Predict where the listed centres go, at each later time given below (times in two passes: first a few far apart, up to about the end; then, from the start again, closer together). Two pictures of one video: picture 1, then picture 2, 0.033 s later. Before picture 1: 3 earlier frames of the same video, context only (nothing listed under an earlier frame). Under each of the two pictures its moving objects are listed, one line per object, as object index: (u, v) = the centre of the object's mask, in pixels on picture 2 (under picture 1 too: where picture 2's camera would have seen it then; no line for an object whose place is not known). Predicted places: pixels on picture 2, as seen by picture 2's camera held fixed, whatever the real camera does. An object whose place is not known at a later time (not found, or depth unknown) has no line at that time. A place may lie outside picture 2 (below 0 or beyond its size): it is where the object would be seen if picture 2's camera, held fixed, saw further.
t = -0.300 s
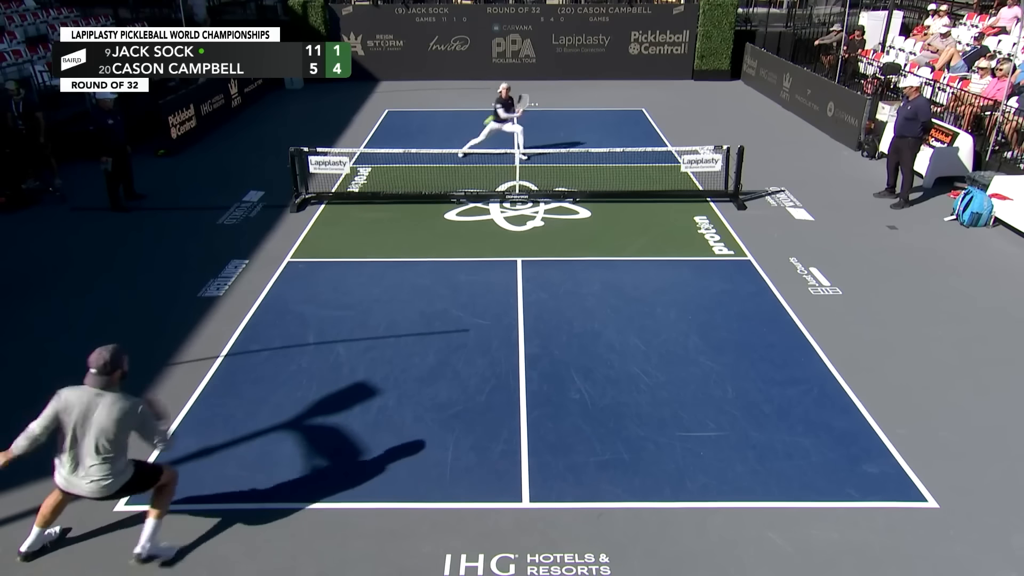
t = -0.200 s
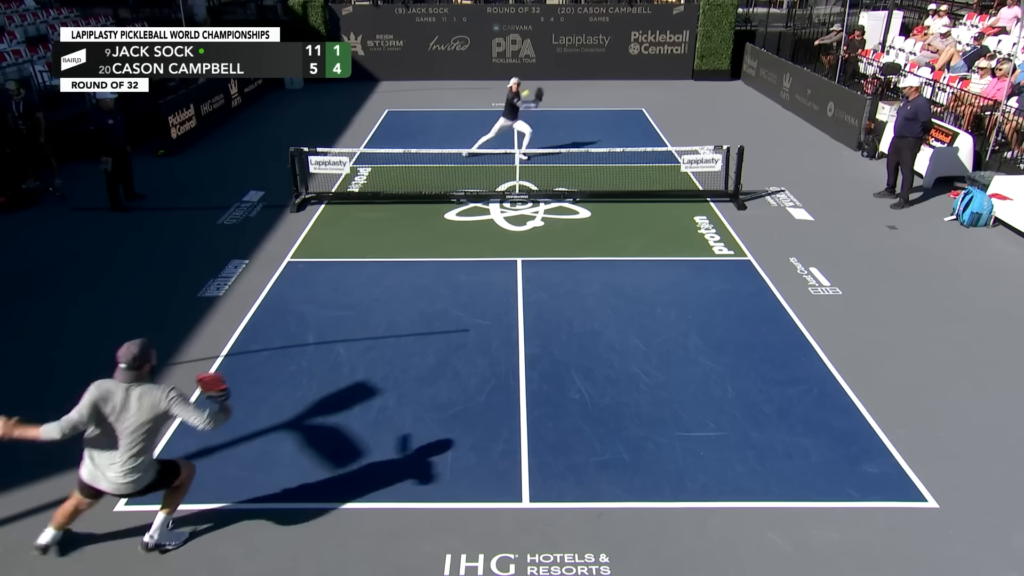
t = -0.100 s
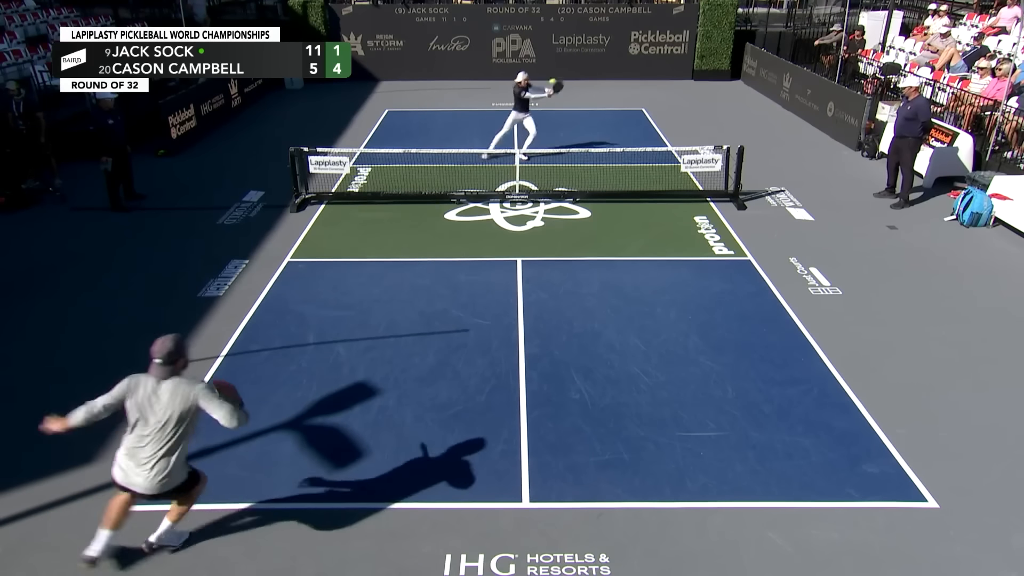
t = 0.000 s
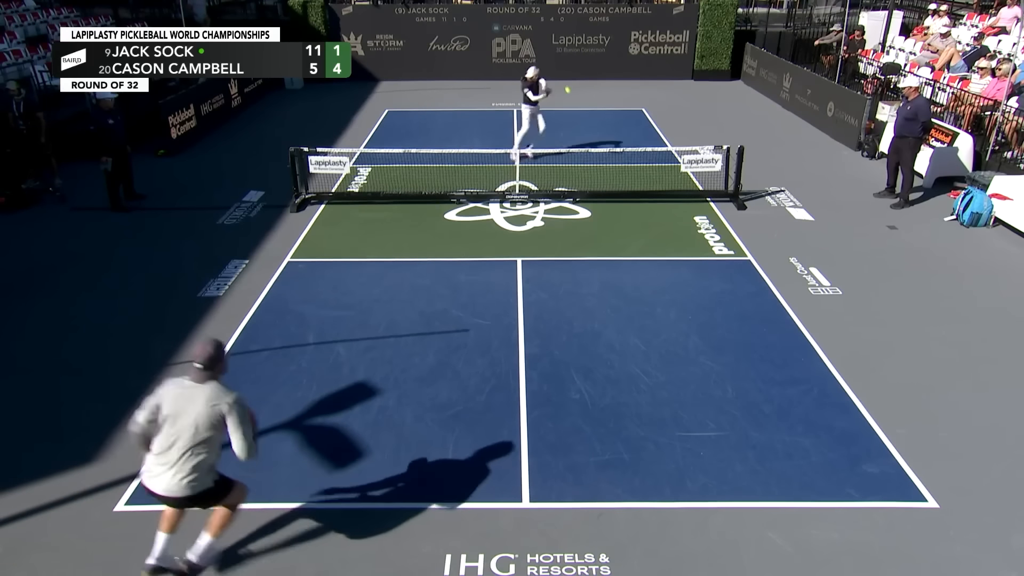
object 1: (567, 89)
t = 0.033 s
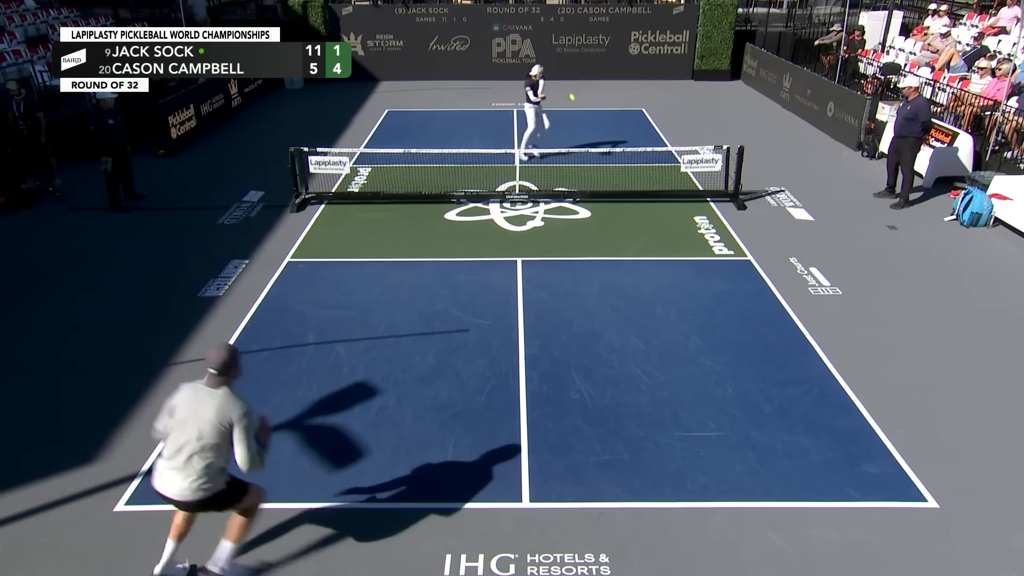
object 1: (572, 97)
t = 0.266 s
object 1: (619, 187)
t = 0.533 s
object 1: (712, 406)
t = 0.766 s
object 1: (812, 484)
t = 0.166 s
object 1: (595, 139)
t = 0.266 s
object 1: (619, 187)
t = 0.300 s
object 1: (628, 208)
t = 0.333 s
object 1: (637, 230)
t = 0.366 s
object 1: (648, 255)
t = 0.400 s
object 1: (659, 284)
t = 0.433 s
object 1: (671, 314)
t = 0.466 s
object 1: (685, 349)
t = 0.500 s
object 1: (699, 386)
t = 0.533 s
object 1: (712, 406)
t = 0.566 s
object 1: (723, 411)
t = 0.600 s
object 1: (735, 417)
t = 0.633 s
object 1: (748, 426)
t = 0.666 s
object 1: (762, 437)
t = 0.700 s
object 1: (778, 450)
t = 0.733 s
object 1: (794, 466)
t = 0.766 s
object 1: (812, 484)
